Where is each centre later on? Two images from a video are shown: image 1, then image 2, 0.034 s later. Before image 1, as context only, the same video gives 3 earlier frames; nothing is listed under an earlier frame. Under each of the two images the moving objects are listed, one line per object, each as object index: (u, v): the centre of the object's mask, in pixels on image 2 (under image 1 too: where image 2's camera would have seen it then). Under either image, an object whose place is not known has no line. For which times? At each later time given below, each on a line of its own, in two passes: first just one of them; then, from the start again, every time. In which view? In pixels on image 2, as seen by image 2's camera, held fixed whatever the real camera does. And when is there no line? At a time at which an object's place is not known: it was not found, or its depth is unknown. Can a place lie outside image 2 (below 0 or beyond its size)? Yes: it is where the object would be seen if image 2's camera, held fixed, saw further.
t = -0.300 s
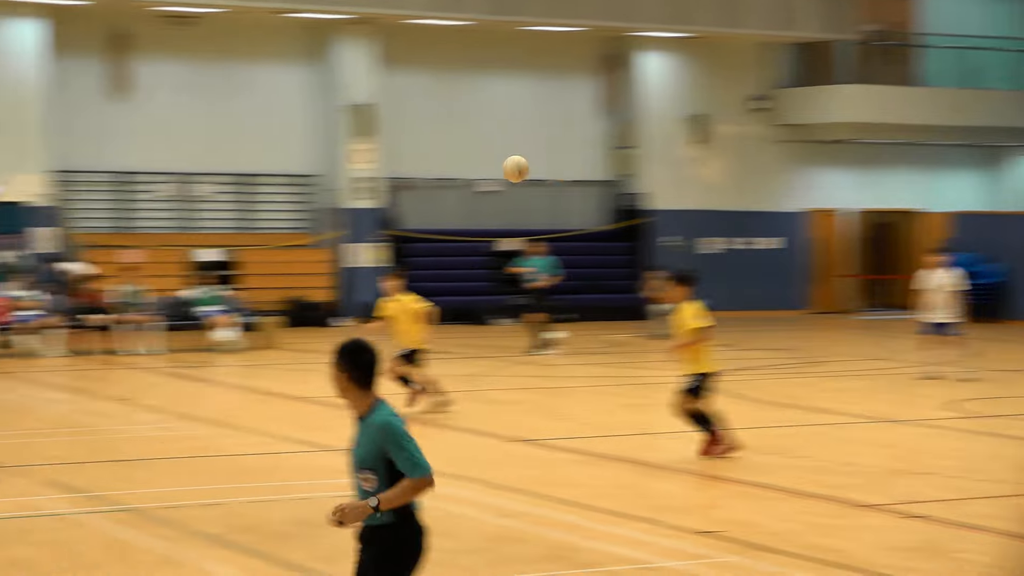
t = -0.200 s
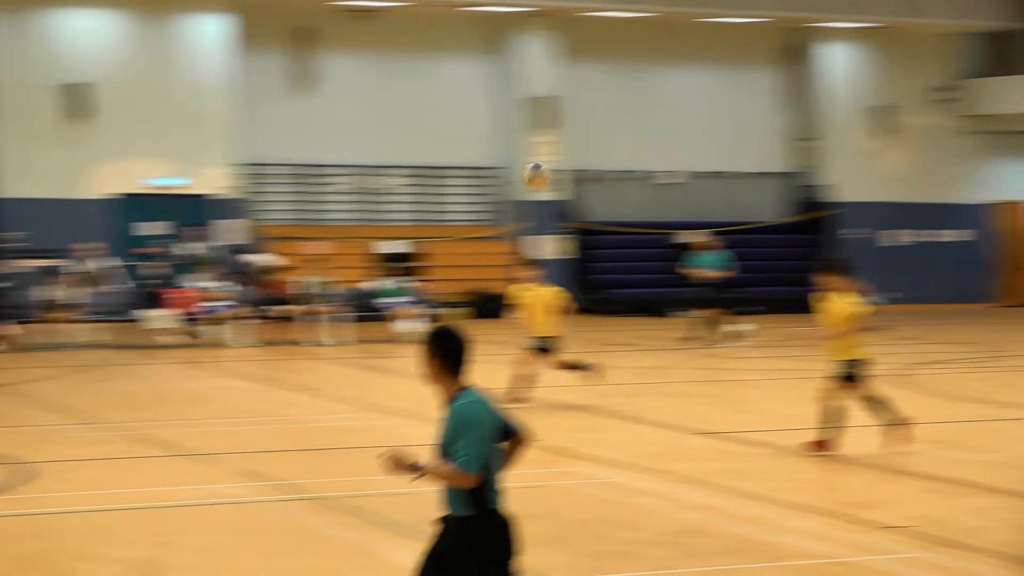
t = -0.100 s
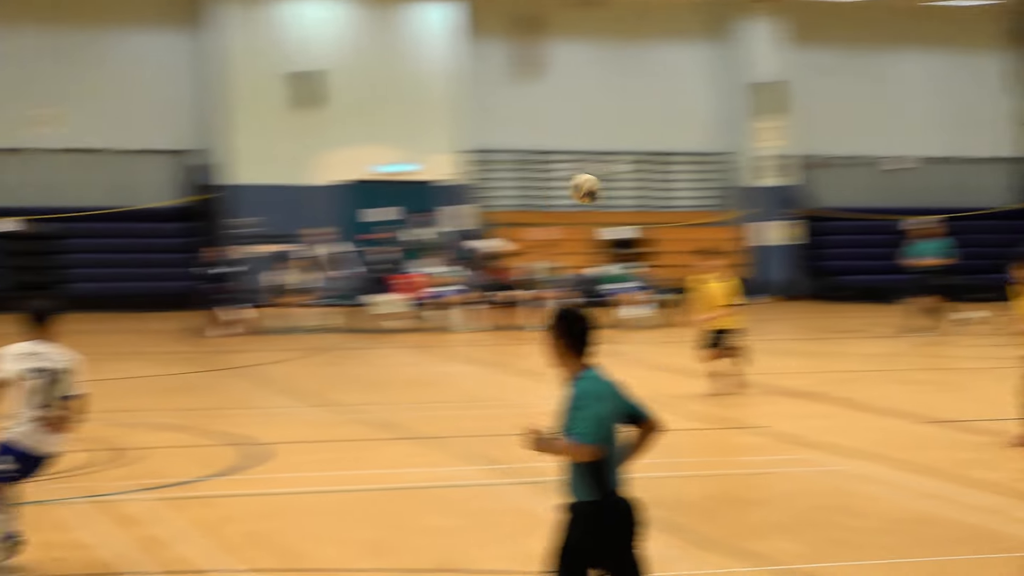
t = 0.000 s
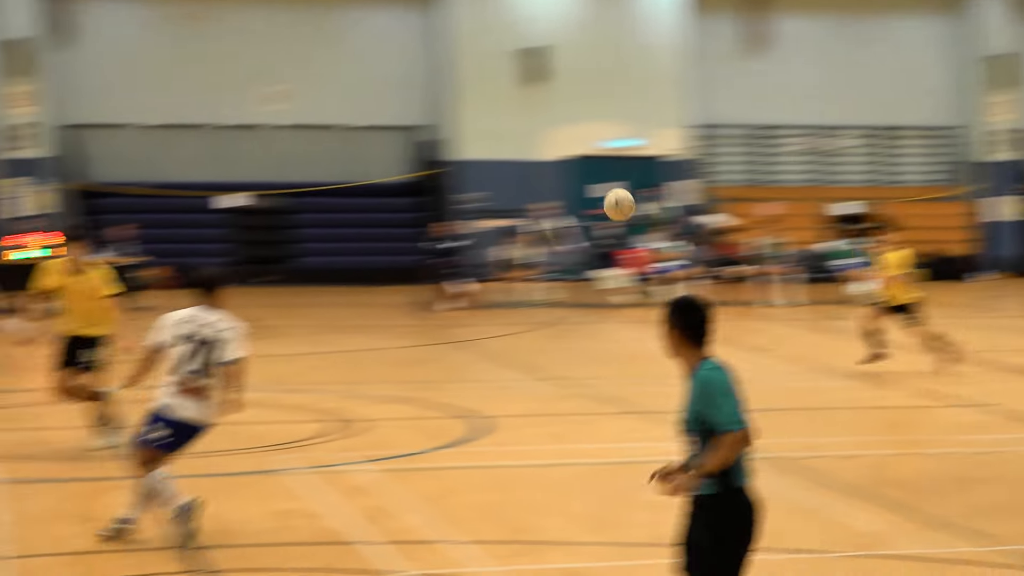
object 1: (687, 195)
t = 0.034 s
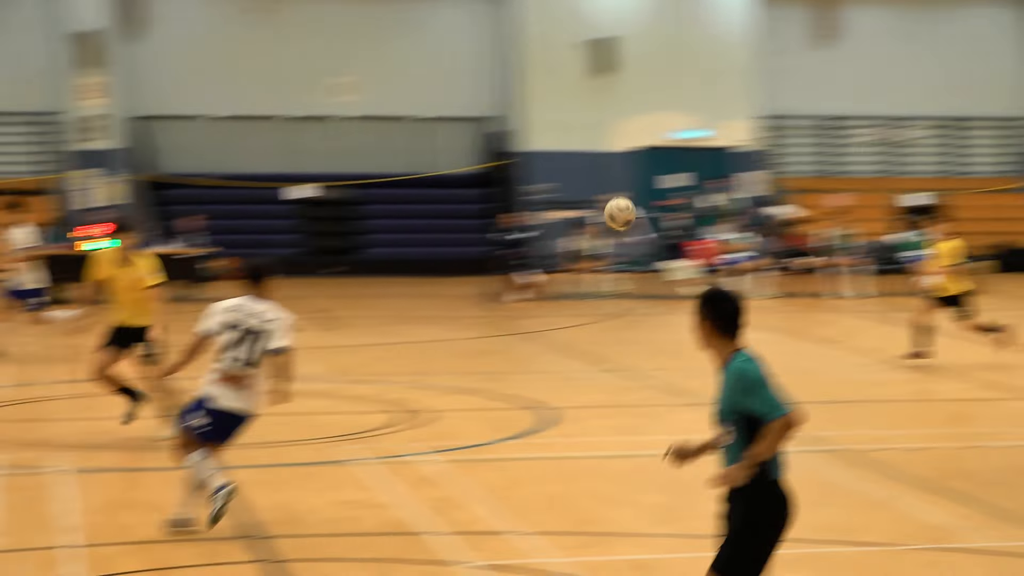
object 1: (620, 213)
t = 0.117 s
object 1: (445, 264)
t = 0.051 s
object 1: (586, 223)
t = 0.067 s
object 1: (551, 233)
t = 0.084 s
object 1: (516, 243)
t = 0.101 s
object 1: (481, 253)
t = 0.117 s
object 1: (445, 264)
